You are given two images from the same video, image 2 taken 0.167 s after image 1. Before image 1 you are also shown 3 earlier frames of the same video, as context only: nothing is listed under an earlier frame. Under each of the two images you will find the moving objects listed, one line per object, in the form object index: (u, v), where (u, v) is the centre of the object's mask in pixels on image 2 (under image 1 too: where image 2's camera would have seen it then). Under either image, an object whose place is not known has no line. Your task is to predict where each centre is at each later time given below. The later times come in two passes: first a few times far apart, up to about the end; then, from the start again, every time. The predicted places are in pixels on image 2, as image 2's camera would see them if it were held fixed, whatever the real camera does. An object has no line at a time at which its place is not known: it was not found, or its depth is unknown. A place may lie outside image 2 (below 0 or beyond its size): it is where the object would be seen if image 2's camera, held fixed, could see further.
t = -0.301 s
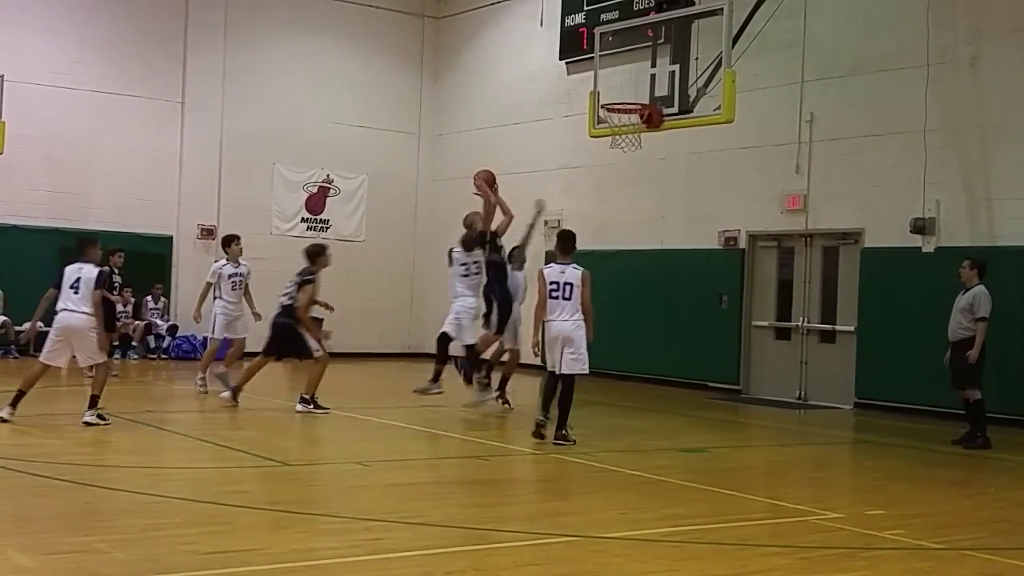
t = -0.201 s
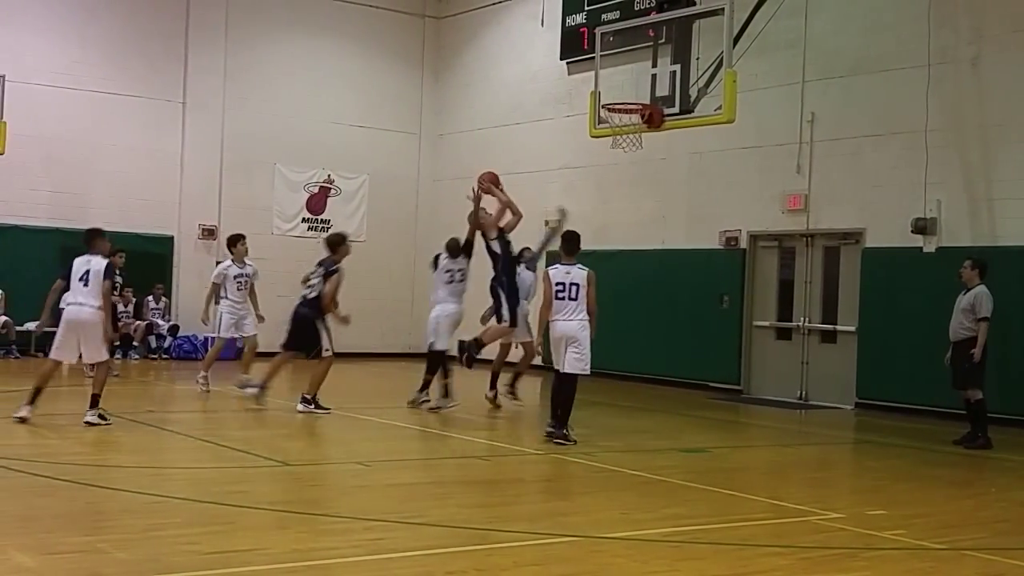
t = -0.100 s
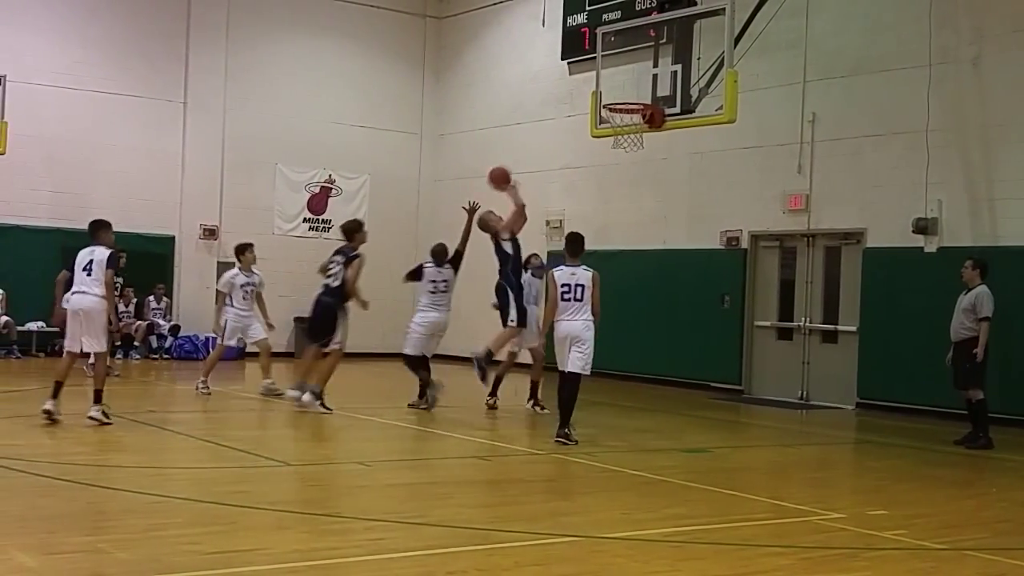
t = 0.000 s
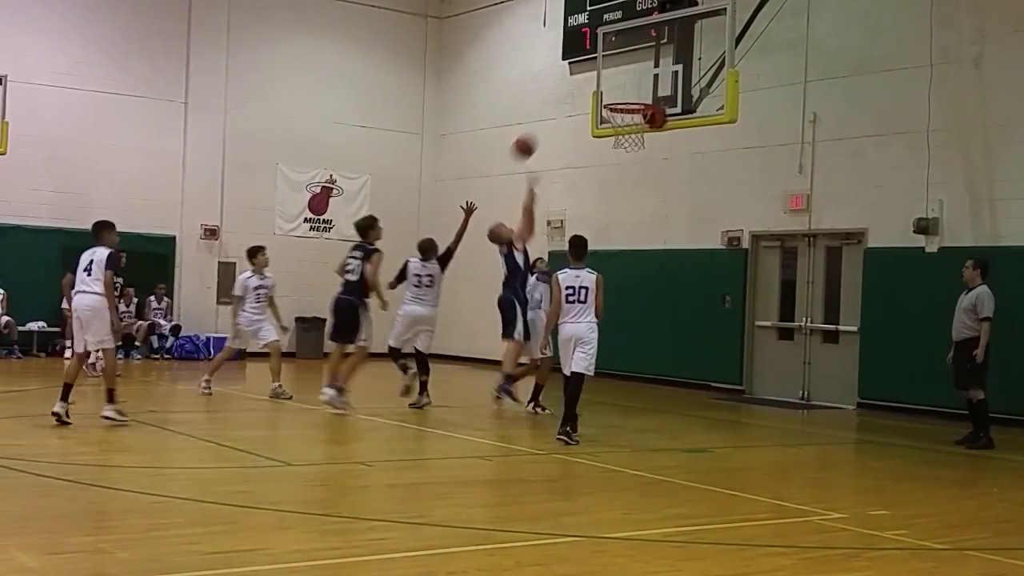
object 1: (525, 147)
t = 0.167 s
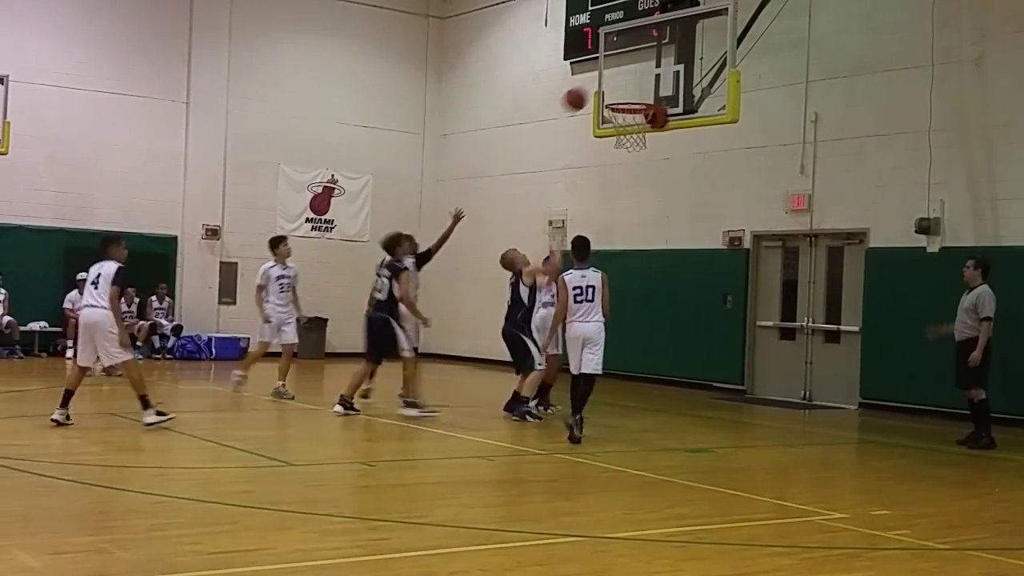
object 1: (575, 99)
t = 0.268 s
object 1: (605, 83)
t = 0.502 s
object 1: (622, 93)
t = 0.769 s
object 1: (627, 143)
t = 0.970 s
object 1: (638, 200)
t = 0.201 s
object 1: (584, 93)
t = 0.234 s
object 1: (594, 88)
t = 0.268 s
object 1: (605, 83)
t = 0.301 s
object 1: (615, 81)
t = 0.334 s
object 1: (624, 79)
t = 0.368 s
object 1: (624, 80)
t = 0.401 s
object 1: (624, 82)
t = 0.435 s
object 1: (623, 84)
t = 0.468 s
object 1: (622, 88)
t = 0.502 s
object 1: (622, 93)
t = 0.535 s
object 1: (621, 100)
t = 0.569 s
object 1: (619, 108)
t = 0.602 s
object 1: (619, 117)
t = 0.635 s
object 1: (620, 125)
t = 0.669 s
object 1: (622, 129)
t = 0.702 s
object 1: (623, 132)
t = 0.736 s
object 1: (625, 137)
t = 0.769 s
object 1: (627, 143)
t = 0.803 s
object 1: (629, 150)
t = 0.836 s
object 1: (631, 157)
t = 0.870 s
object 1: (633, 166)
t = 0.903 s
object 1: (635, 176)
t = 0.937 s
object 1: (636, 187)
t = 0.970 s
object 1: (638, 200)
